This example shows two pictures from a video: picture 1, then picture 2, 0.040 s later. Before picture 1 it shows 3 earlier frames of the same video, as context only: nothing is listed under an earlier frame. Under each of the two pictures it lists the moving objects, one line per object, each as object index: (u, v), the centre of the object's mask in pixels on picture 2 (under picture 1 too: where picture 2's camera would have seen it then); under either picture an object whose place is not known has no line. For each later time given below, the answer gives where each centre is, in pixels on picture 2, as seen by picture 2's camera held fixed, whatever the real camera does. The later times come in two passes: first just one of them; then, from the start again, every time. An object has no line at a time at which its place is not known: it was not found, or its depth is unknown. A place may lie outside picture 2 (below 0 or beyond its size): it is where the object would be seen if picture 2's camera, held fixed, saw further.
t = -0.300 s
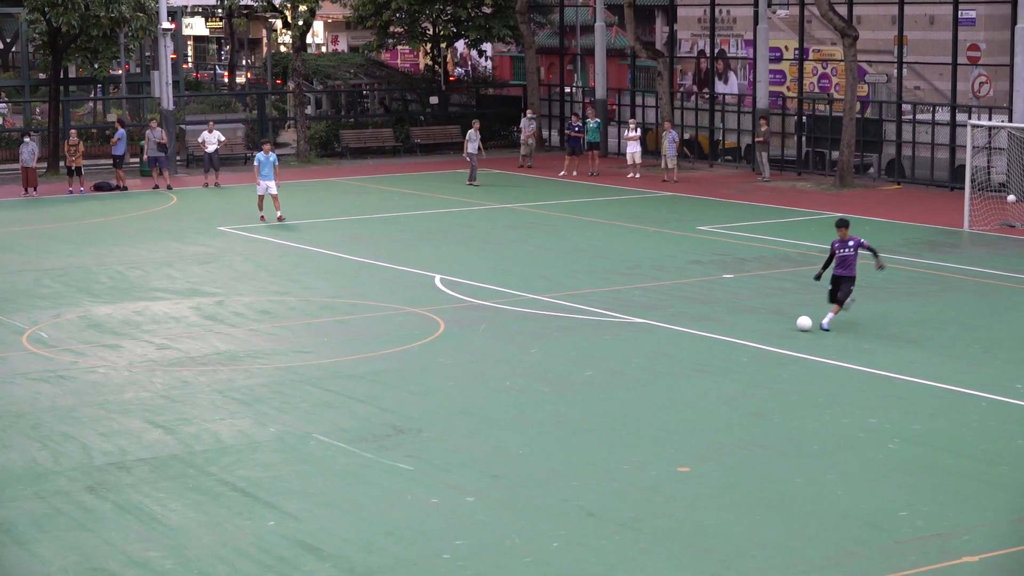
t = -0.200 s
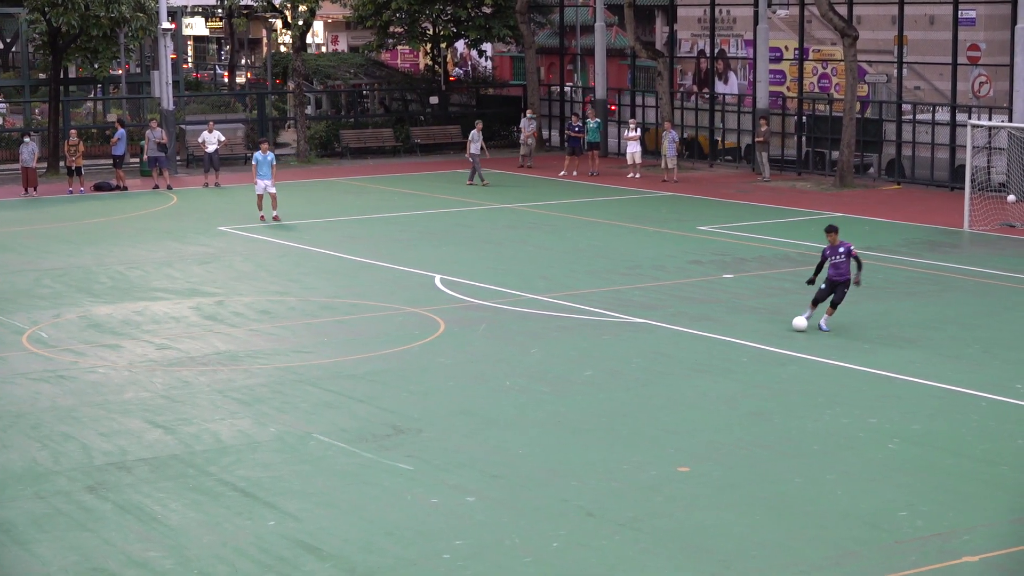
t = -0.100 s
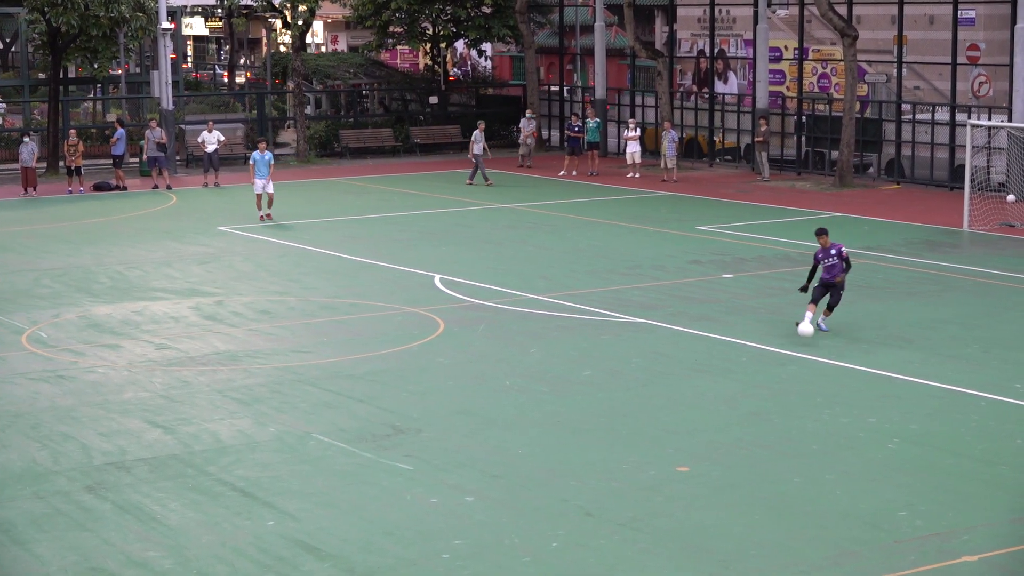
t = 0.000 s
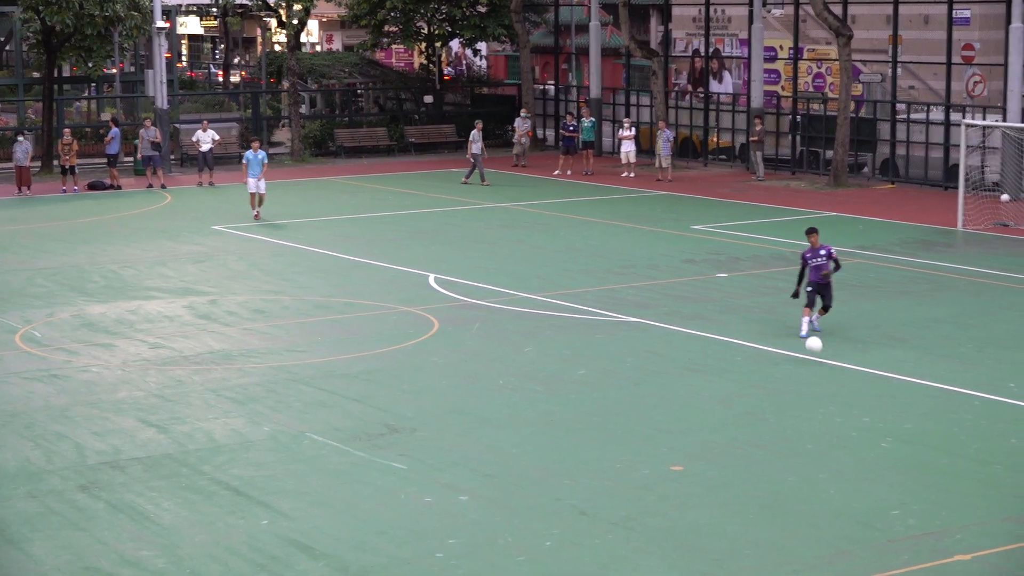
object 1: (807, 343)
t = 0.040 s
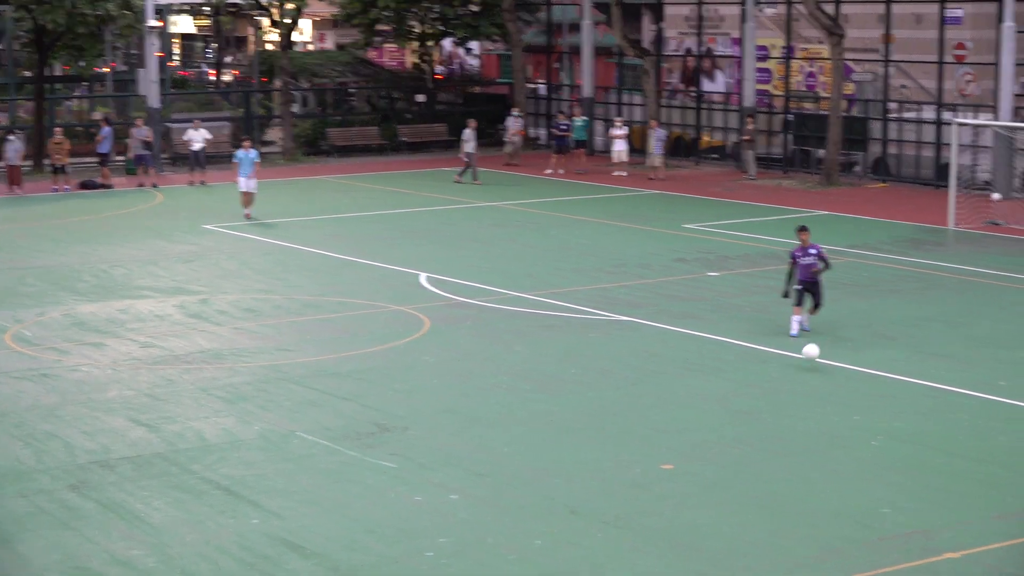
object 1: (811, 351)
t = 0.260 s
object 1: (851, 399)
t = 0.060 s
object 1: (814, 356)
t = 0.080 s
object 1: (817, 361)
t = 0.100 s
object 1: (820, 368)
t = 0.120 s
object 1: (823, 374)
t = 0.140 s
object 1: (827, 381)
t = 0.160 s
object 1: (831, 384)
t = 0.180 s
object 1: (835, 386)
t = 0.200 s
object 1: (839, 389)
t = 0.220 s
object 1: (843, 392)
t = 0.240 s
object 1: (847, 395)
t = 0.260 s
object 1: (851, 399)
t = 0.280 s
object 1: (855, 404)
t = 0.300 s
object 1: (861, 408)
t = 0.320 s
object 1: (866, 414)
